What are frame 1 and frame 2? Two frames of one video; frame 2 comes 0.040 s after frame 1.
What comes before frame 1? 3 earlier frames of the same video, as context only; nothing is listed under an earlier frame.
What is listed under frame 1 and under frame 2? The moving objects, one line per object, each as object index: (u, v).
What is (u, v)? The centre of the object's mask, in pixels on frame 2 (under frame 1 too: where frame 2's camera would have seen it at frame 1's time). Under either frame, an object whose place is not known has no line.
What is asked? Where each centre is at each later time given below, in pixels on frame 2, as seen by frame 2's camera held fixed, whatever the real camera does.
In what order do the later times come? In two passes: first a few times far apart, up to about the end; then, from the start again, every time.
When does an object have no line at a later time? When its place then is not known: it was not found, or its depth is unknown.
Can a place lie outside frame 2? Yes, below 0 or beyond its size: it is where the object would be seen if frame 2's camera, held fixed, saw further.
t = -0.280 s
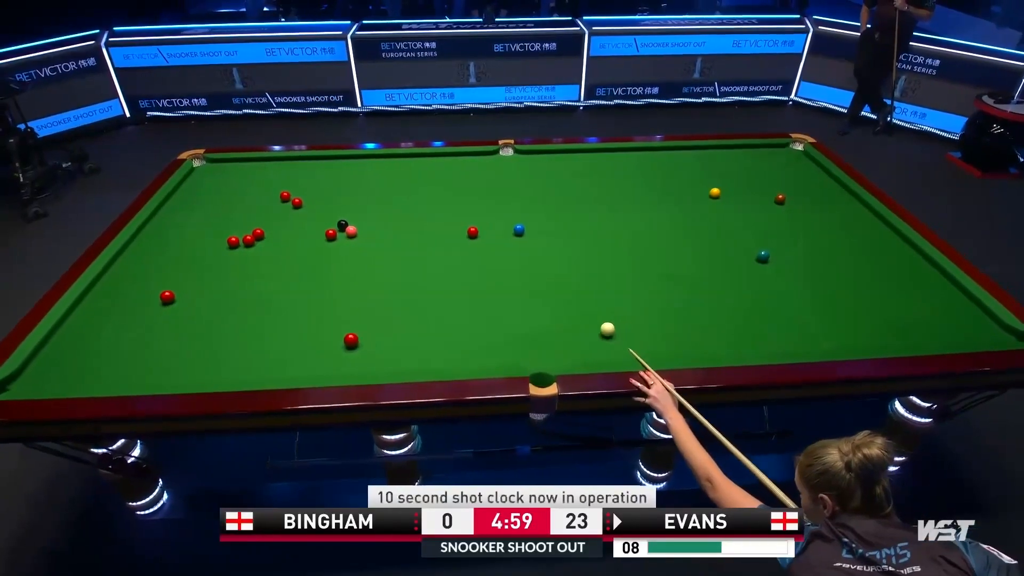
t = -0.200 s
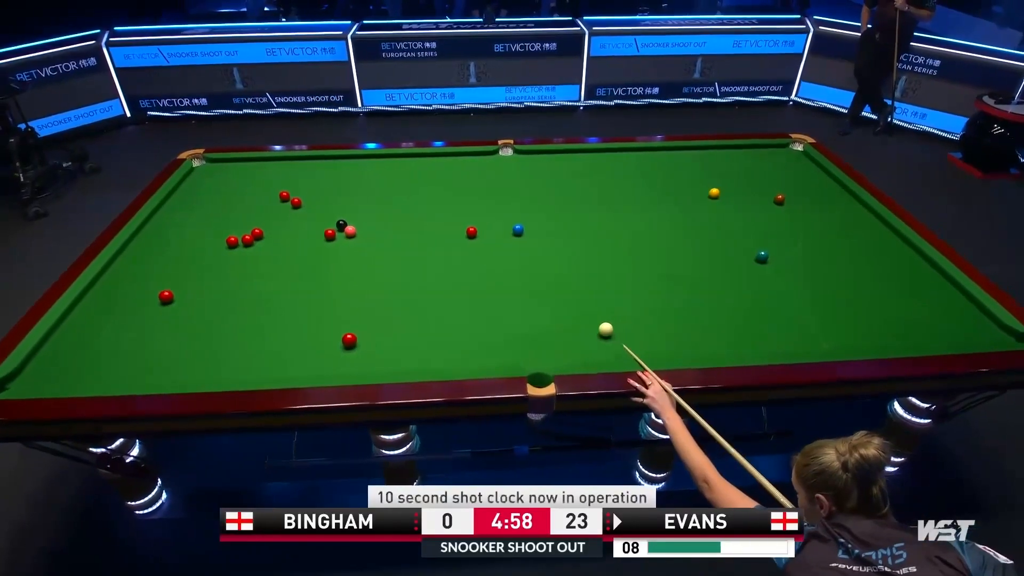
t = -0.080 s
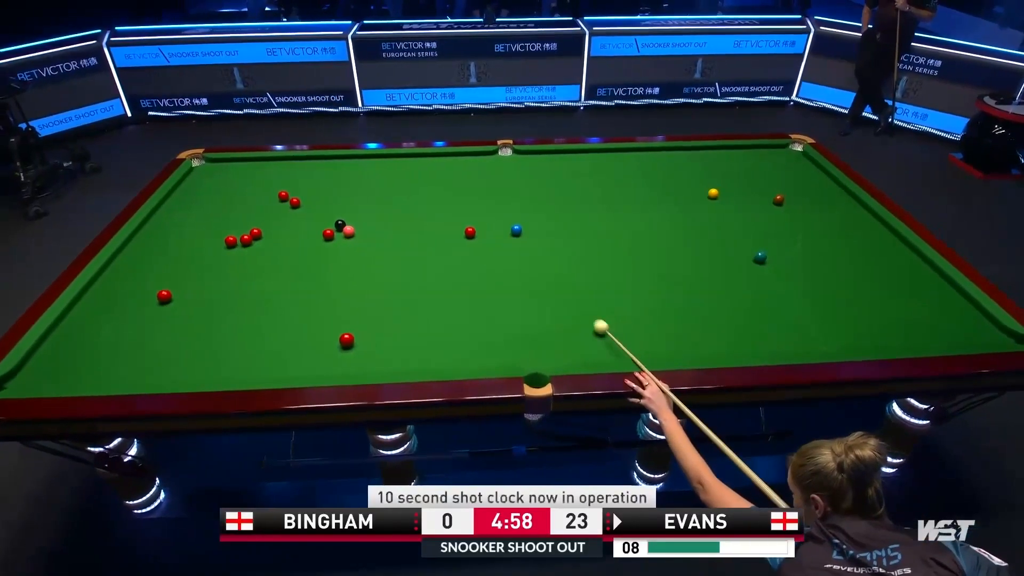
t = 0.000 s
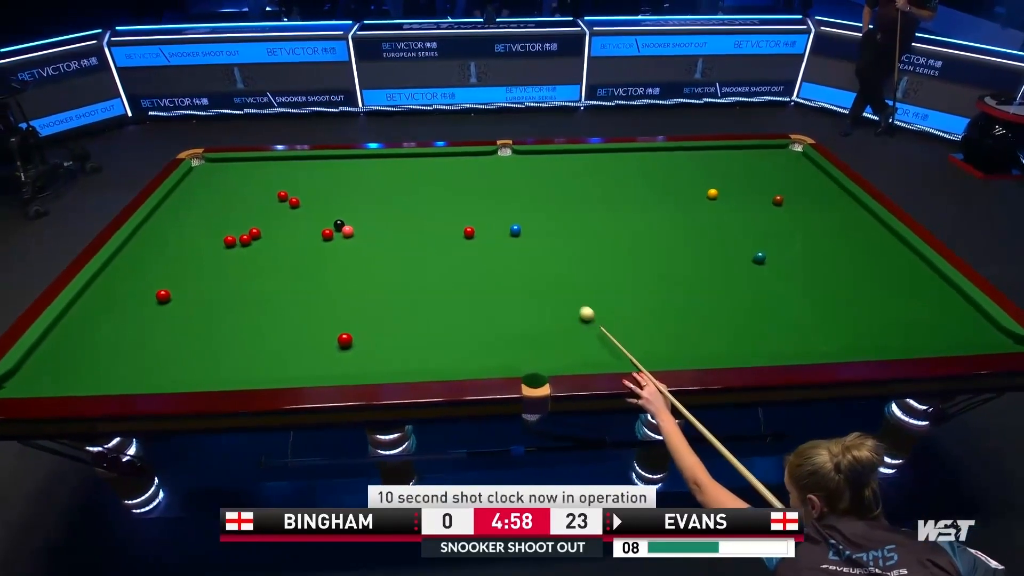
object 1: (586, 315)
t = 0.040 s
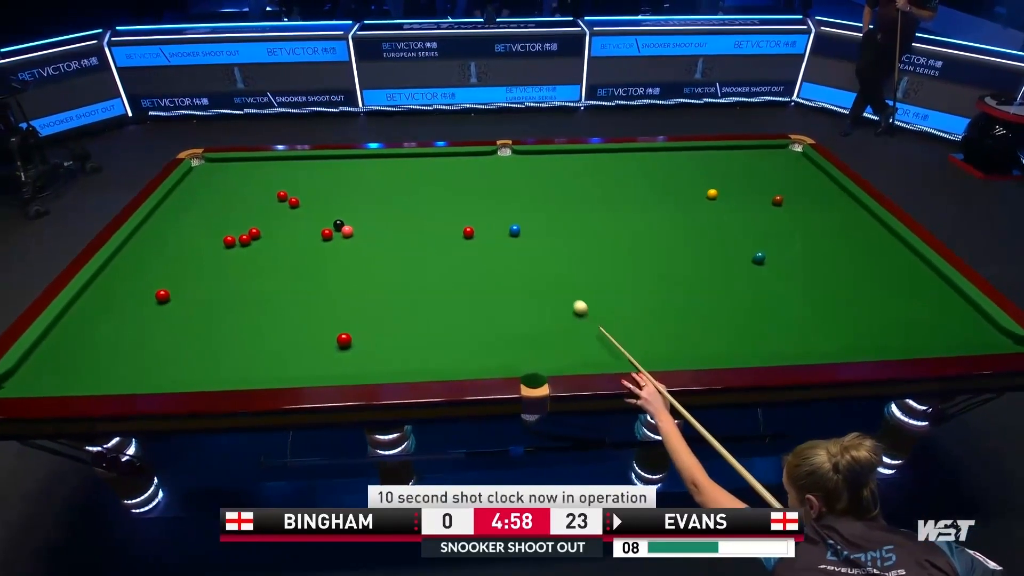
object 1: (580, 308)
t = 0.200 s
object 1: (558, 285)
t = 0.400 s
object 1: (534, 259)
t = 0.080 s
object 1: (574, 302)
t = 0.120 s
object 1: (569, 296)
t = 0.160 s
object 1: (563, 291)
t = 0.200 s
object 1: (558, 285)
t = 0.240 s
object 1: (553, 280)
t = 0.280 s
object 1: (548, 274)
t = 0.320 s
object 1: (543, 269)
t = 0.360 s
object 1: (539, 264)
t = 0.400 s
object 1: (534, 259)
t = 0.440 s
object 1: (530, 255)
